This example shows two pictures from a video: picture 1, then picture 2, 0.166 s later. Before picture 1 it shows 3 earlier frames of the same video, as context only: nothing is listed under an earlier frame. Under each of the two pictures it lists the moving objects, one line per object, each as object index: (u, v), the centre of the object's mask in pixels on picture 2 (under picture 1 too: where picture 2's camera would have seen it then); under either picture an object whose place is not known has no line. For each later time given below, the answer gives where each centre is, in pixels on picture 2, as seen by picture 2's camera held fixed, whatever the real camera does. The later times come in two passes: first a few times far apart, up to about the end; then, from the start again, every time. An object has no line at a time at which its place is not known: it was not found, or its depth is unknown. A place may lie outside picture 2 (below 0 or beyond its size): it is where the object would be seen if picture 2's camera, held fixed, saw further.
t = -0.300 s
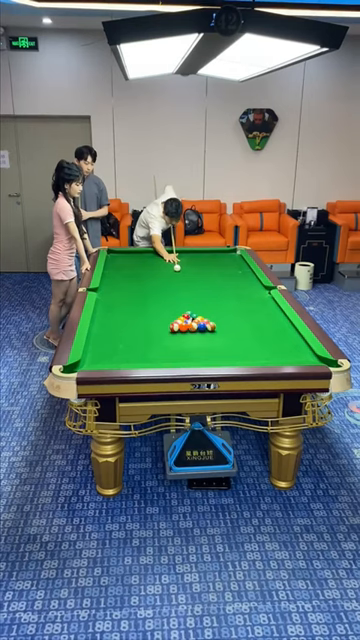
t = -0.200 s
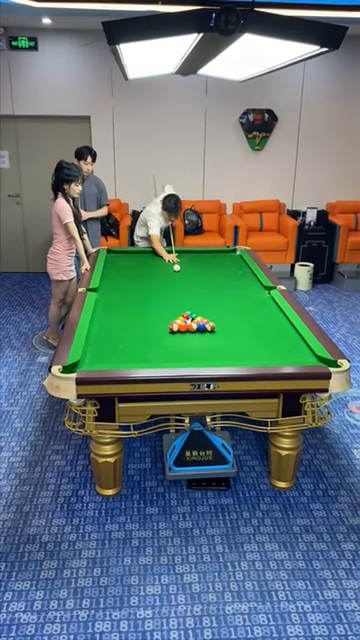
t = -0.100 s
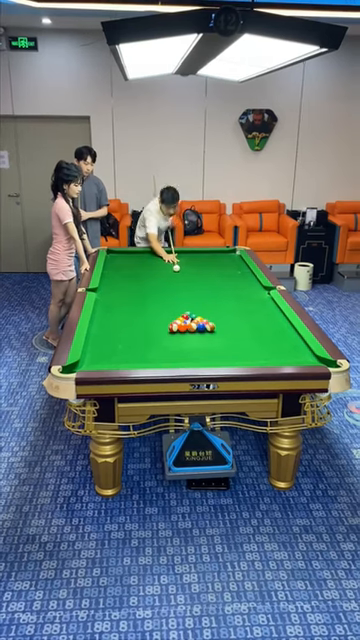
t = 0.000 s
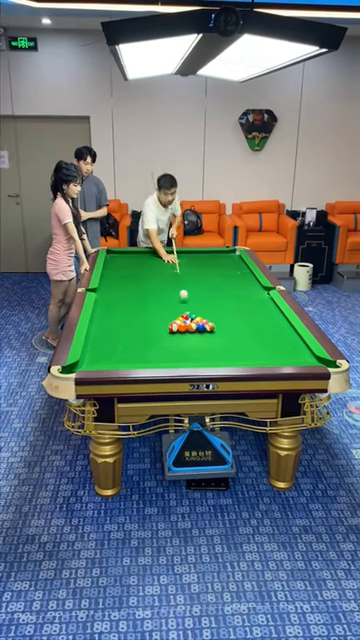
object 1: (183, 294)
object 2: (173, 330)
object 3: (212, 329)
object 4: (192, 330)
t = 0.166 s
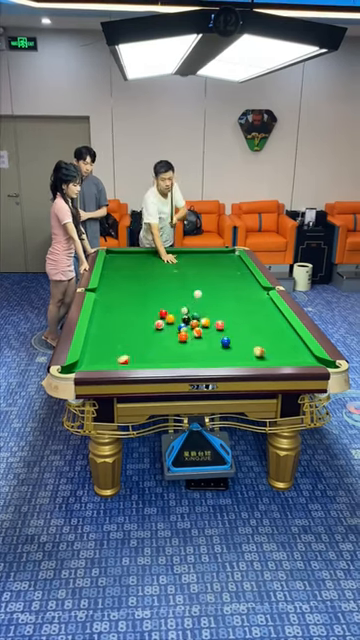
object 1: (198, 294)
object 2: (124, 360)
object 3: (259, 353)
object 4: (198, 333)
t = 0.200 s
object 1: (200, 293)
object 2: (113, 360)
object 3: (273, 358)
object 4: (199, 334)
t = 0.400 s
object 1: (214, 301)
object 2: (101, 328)
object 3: (287, 335)
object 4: (208, 340)
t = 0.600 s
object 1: (225, 303)
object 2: (129, 305)
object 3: (269, 315)
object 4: (216, 347)
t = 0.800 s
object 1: (235, 302)
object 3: (246, 299)
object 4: (226, 354)
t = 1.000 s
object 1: (245, 301)
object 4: (235, 359)
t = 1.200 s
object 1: (254, 300)
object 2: (181, 260)
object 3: (210, 275)
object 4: (236, 357)
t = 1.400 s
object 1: (262, 299)
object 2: (194, 252)
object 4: (238, 353)
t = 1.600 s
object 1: (266, 298)
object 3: (183, 257)
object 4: (239, 349)
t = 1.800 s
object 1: (261, 296)
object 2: (242, 267)
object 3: (172, 253)
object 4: (239, 346)
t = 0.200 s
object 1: (200, 293)
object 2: (113, 360)
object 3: (273, 358)
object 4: (199, 334)
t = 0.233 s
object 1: (202, 294)
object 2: (106, 355)
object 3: (280, 357)
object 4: (200, 335)
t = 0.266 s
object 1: (205, 297)
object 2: (99, 348)
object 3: (282, 353)
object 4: (202, 336)
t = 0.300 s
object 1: (207, 300)
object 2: (93, 343)
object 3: (284, 349)
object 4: (203, 337)
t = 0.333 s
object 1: (210, 305)
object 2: (89, 337)
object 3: (285, 344)
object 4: (205, 338)
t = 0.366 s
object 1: (212, 303)
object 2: (96, 332)
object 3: (286, 339)
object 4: (206, 339)
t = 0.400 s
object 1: (214, 301)
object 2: (101, 328)
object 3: (287, 335)
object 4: (208, 340)
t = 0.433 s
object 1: (216, 301)
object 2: (107, 323)
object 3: (288, 331)
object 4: (210, 341)
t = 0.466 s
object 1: (218, 302)
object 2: (112, 319)
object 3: (289, 327)
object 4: (211, 343)
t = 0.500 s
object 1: (220, 303)
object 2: (116, 315)
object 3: (283, 324)
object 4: (212, 344)
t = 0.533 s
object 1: (222, 302)
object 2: (121, 312)
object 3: (278, 321)
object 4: (214, 345)
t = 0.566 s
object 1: (224, 303)
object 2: (125, 308)
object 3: (274, 318)
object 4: (215, 346)
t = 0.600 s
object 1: (225, 303)
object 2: (129, 305)
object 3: (269, 315)
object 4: (216, 347)
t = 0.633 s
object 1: (227, 303)
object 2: (133, 301)
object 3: (265, 312)
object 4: (218, 348)
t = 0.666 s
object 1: (229, 302)
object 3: (261, 309)
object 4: (220, 349)
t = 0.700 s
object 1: (230, 302)
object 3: (258, 307)
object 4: (221, 350)
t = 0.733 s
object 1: (232, 302)
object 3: (254, 305)
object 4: (223, 352)
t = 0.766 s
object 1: (234, 302)
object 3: (250, 302)
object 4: (225, 353)
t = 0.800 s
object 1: (235, 302)
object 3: (246, 299)
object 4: (226, 354)
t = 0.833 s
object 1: (237, 302)
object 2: (153, 284)
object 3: (243, 296)
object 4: (227, 355)
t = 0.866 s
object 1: (239, 302)
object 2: (156, 282)
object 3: (239, 294)
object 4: (229, 356)
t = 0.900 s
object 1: (240, 302)
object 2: (159, 279)
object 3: (236, 292)
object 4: (230, 357)
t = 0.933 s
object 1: (242, 302)
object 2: (162, 277)
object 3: (232, 290)
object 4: (232, 358)
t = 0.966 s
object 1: (243, 301)
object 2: (165, 275)
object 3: (230, 288)
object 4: (233, 358)
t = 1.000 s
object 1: (245, 301)
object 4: (235, 359)
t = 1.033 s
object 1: (246, 301)
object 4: (236, 359)
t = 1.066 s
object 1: (248, 301)
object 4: (236, 358)
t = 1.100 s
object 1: (249, 301)
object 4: (236, 358)
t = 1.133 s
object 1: (251, 300)
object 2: (176, 264)
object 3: (216, 279)
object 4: (236, 358)
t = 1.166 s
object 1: (252, 300)
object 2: (179, 262)
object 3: (212, 276)
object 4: (236, 357)
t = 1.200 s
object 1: (254, 300)
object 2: (181, 260)
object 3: (210, 275)
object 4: (236, 357)
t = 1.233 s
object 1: (255, 300)
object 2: (183, 259)
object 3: (207, 273)
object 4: (236, 356)
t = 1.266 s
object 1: (257, 300)
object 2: (185, 257)
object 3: (205, 272)
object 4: (237, 356)
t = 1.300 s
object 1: (258, 300)
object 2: (187, 255)
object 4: (237, 355)
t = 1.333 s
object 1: (259, 299)
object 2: (189, 253)
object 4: (237, 355)
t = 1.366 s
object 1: (261, 299)
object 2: (191, 252)
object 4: (238, 354)
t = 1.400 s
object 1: (262, 299)
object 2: (194, 252)
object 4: (238, 353)
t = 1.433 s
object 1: (263, 299)
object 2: (199, 254)
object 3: (194, 264)
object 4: (238, 352)
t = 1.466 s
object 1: (264, 299)
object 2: (203, 255)
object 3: (191, 262)
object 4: (238, 352)
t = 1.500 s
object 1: (266, 299)
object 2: (208, 256)
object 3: (189, 261)
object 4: (238, 351)
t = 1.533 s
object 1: (267, 299)
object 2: (212, 258)
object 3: (188, 260)
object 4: (238, 350)
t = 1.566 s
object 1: (267, 299)
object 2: (217, 259)
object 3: (185, 258)
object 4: (238, 350)
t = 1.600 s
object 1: (266, 298)
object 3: (183, 257)
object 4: (239, 349)
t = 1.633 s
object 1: (265, 298)
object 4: (239, 348)
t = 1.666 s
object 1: (264, 298)
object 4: (239, 347)
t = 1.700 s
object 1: (264, 297)
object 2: (235, 264)
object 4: (239, 347)
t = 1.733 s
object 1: (263, 297)
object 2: (240, 265)
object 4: (239, 346)
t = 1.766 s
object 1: (263, 297)
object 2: (244, 266)
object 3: (174, 252)
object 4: (239, 346)
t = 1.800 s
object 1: (261, 296)
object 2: (242, 267)
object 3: (172, 253)
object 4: (239, 346)
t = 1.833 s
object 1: (261, 296)
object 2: (240, 269)
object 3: (169, 254)
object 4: (240, 345)
